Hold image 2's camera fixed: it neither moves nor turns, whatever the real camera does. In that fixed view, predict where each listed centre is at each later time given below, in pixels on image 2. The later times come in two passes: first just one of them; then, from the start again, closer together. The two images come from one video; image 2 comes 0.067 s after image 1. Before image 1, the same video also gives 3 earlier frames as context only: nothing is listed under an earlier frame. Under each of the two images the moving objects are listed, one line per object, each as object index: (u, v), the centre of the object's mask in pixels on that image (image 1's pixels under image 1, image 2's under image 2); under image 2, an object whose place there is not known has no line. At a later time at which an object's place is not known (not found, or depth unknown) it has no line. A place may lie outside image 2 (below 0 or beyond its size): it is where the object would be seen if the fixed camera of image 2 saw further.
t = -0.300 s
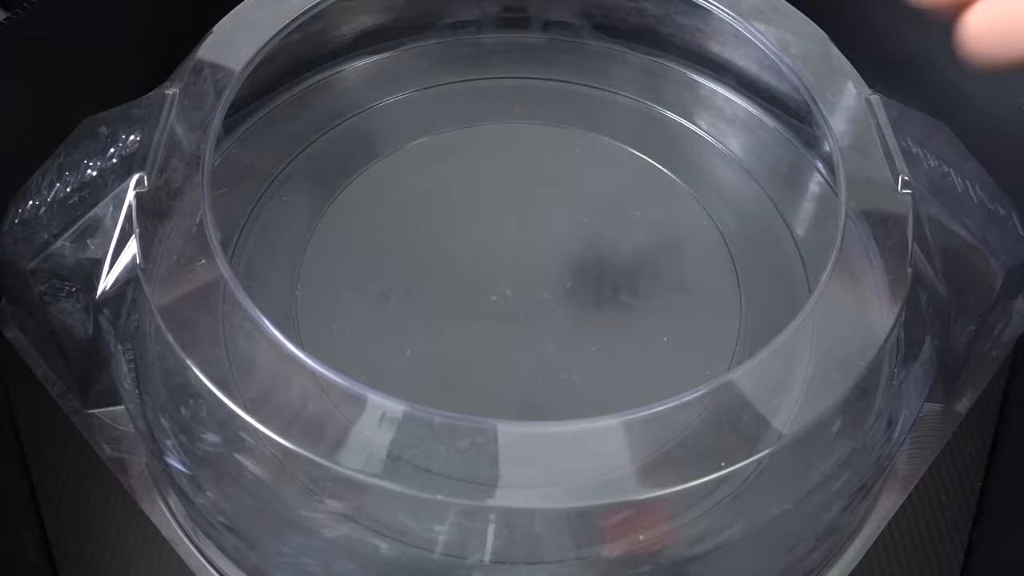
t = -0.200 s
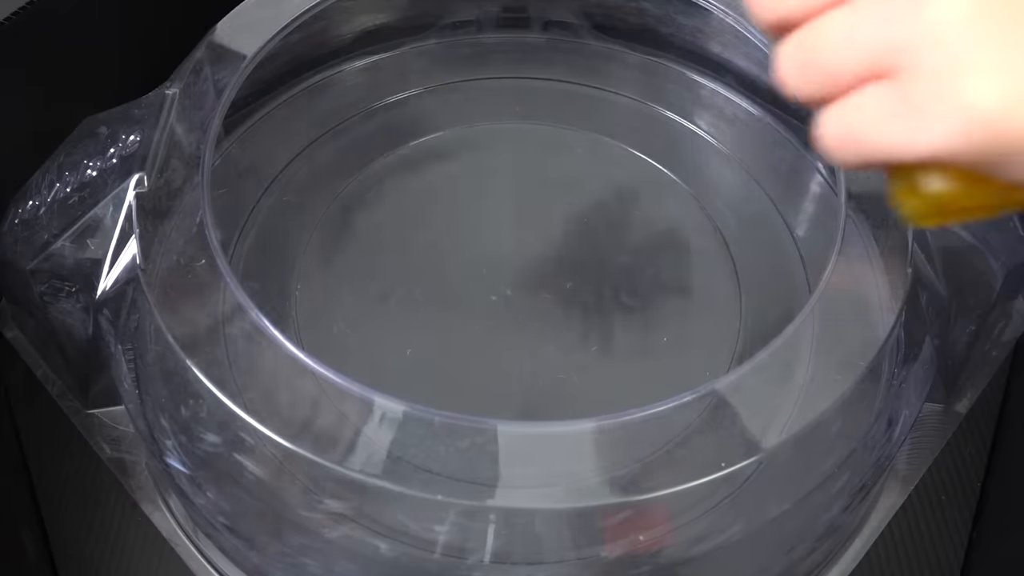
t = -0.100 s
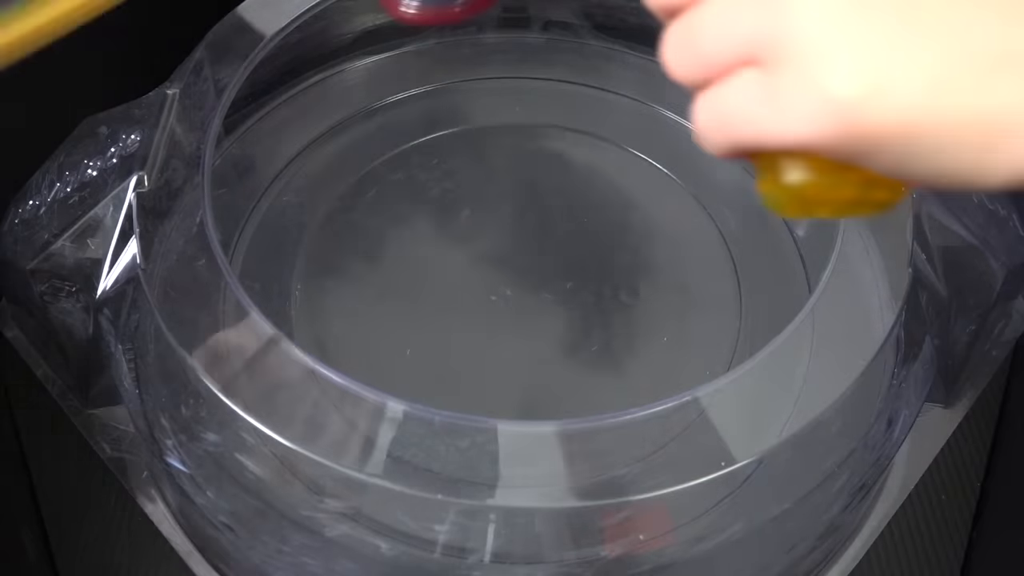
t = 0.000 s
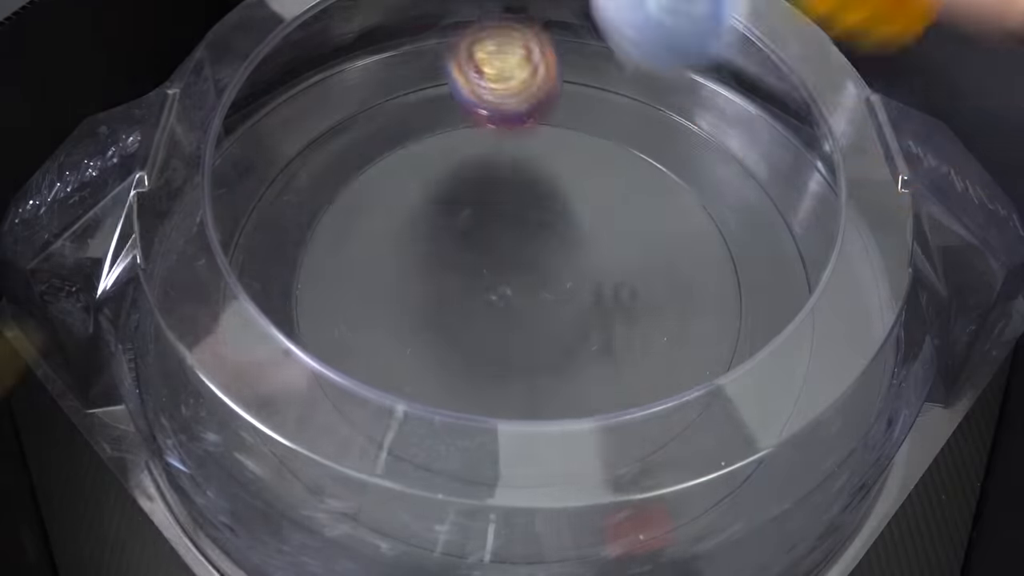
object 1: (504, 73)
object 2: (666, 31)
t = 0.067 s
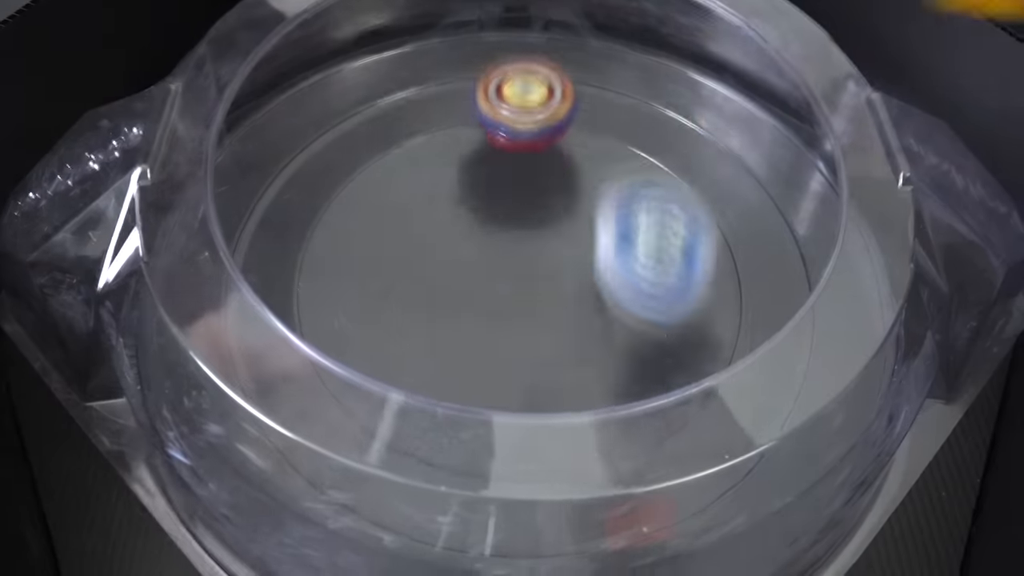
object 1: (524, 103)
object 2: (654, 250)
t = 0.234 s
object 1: (512, 171)
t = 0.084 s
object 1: (524, 93)
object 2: (648, 291)
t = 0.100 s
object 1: (521, 82)
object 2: (635, 293)
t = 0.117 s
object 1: (520, 80)
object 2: (622, 293)
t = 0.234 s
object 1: (512, 171)
